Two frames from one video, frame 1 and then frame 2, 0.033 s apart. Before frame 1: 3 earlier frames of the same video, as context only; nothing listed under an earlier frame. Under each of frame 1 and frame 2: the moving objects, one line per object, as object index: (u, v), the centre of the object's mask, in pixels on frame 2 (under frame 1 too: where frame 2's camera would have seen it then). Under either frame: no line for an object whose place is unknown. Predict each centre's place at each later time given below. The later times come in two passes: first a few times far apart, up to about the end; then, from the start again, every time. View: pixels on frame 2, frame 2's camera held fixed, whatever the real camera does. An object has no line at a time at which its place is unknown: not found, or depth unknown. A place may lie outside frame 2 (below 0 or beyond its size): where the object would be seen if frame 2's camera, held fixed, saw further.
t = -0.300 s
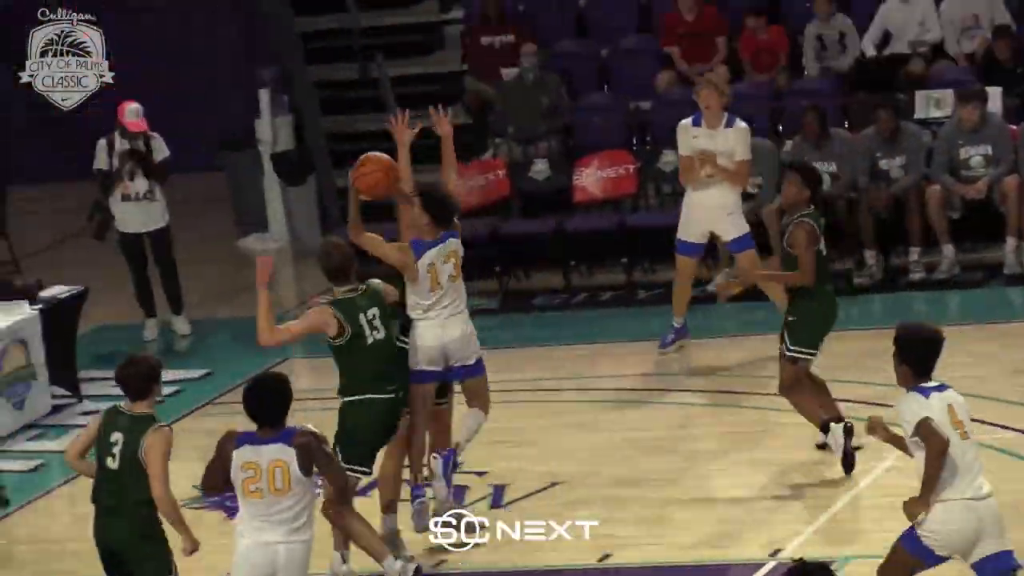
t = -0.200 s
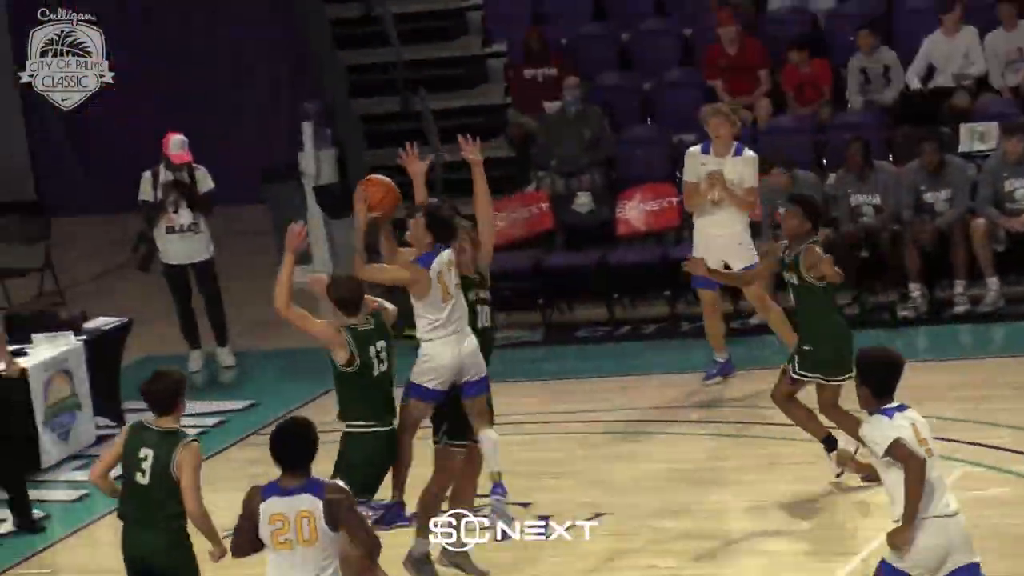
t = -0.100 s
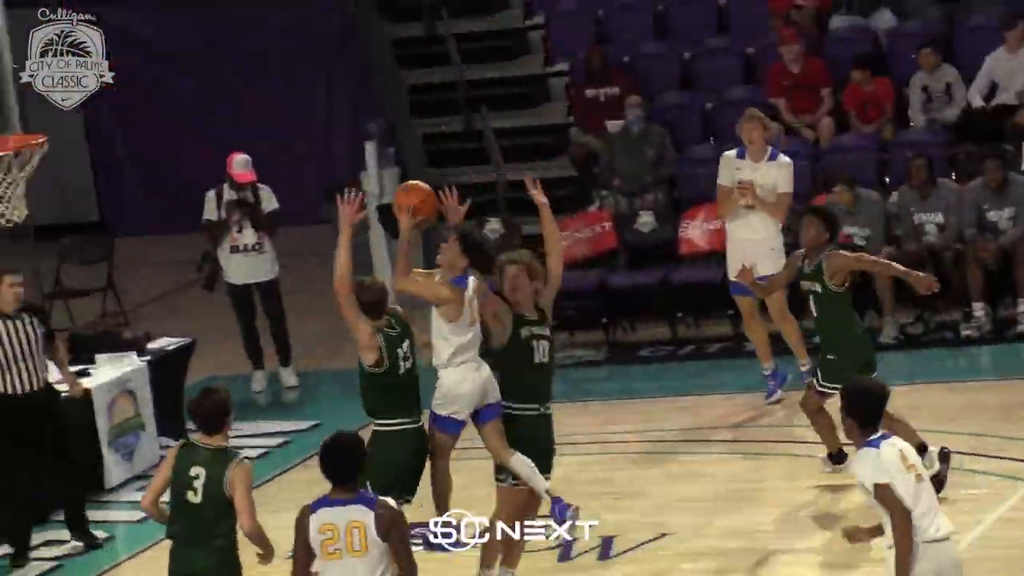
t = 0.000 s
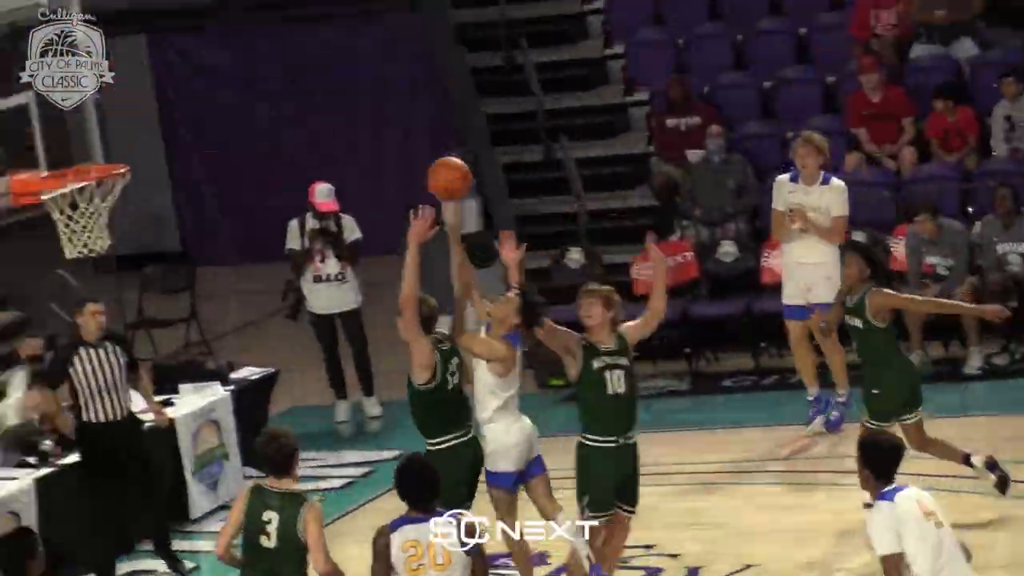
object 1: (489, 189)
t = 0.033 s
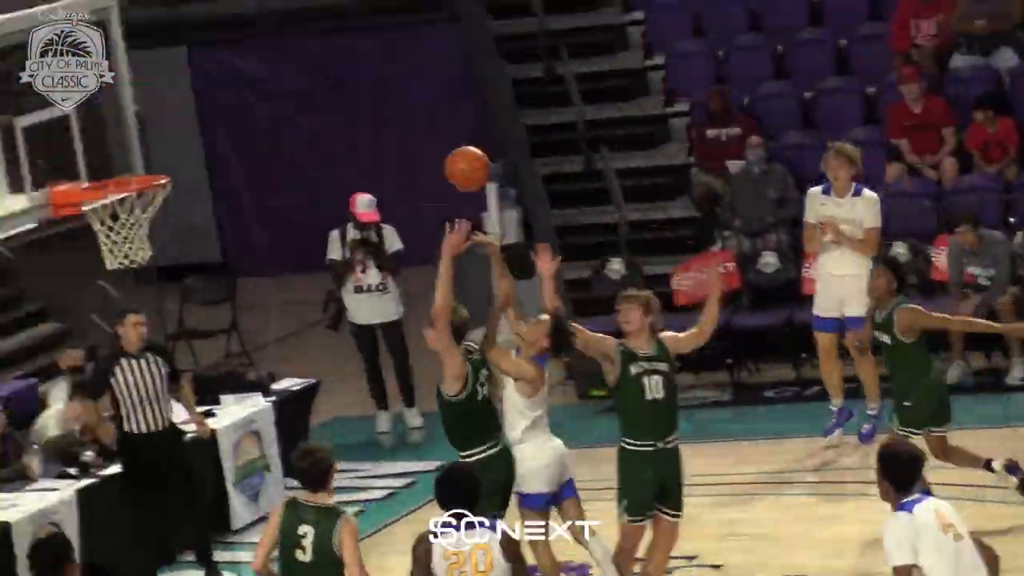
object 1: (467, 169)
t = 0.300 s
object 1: (299, 69)
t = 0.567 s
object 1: (147, 97)
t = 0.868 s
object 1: (130, 119)
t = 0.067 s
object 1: (444, 150)
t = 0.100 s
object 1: (422, 132)
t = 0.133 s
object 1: (401, 117)
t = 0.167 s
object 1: (380, 104)
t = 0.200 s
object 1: (360, 92)
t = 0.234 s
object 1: (339, 83)
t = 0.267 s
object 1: (319, 75)
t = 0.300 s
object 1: (299, 69)
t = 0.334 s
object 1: (280, 66)
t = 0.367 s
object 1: (262, 64)
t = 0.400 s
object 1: (241, 65)
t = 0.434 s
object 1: (221, 67)
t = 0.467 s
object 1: (202, 72)
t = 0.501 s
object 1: (183, 78)
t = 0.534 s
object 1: (164, 86)
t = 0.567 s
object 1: (147, 97)
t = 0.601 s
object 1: (128, 110)
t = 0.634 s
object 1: (110, 125)
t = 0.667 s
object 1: (93, 142)
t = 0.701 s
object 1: (95, 154)
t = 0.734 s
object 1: (104, 159)
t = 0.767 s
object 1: (109, 146)
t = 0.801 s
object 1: (116, 135)
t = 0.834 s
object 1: (123, 126)
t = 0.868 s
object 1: (130, 119)
